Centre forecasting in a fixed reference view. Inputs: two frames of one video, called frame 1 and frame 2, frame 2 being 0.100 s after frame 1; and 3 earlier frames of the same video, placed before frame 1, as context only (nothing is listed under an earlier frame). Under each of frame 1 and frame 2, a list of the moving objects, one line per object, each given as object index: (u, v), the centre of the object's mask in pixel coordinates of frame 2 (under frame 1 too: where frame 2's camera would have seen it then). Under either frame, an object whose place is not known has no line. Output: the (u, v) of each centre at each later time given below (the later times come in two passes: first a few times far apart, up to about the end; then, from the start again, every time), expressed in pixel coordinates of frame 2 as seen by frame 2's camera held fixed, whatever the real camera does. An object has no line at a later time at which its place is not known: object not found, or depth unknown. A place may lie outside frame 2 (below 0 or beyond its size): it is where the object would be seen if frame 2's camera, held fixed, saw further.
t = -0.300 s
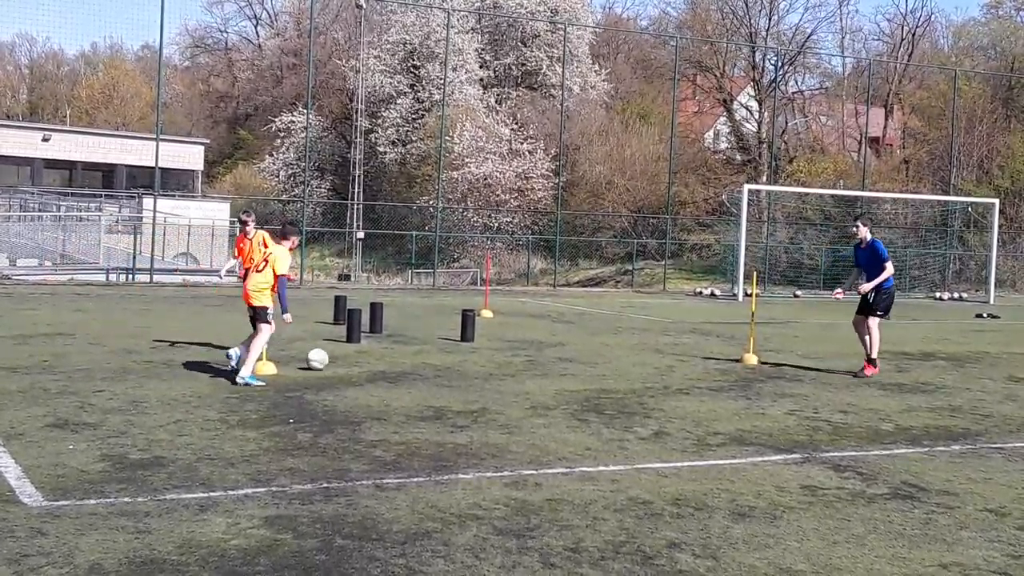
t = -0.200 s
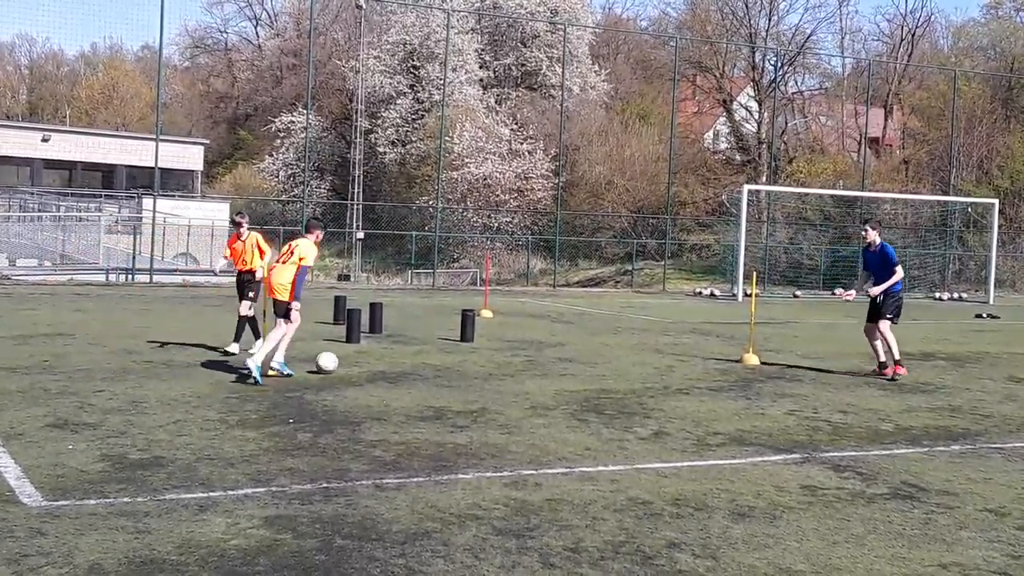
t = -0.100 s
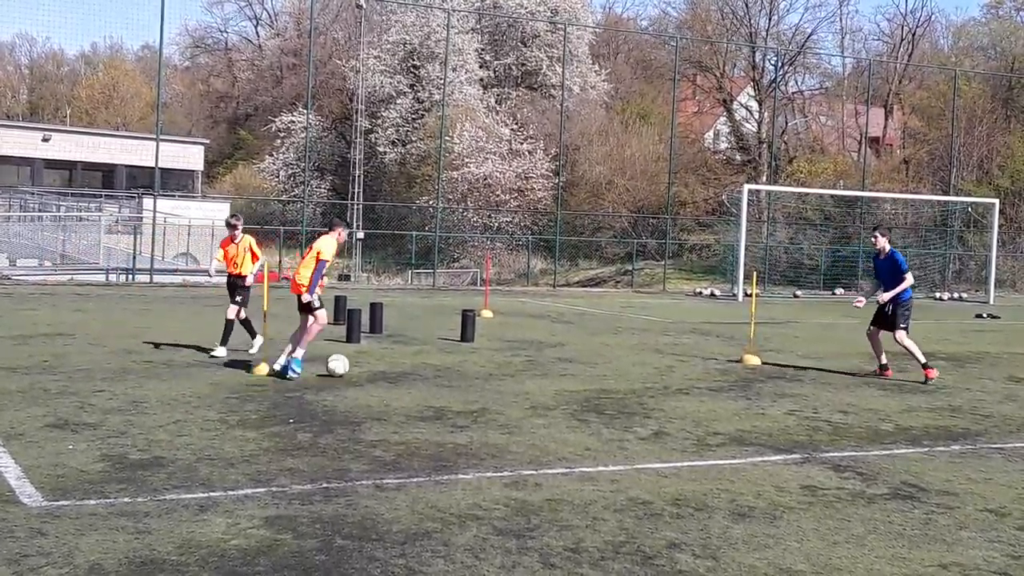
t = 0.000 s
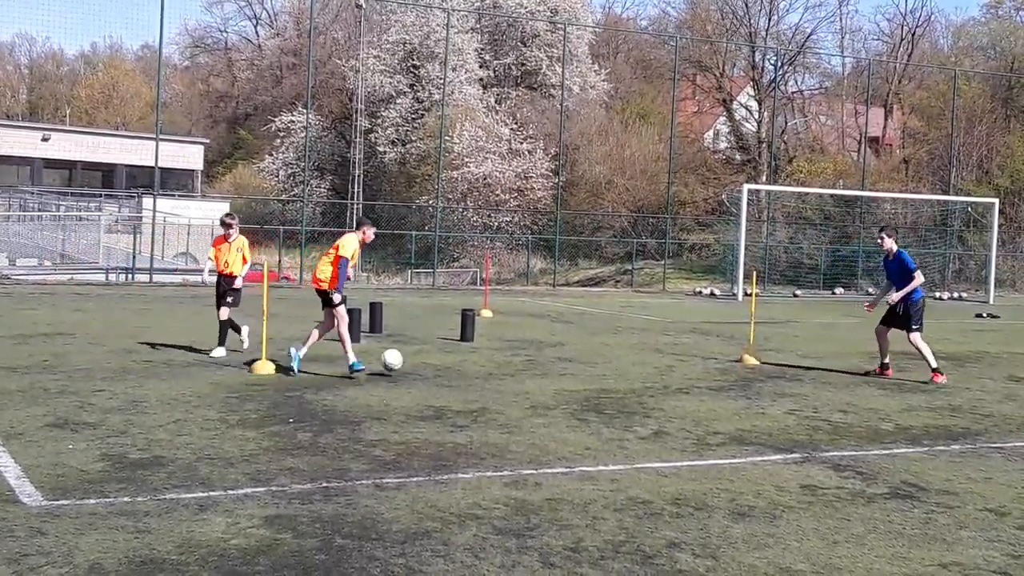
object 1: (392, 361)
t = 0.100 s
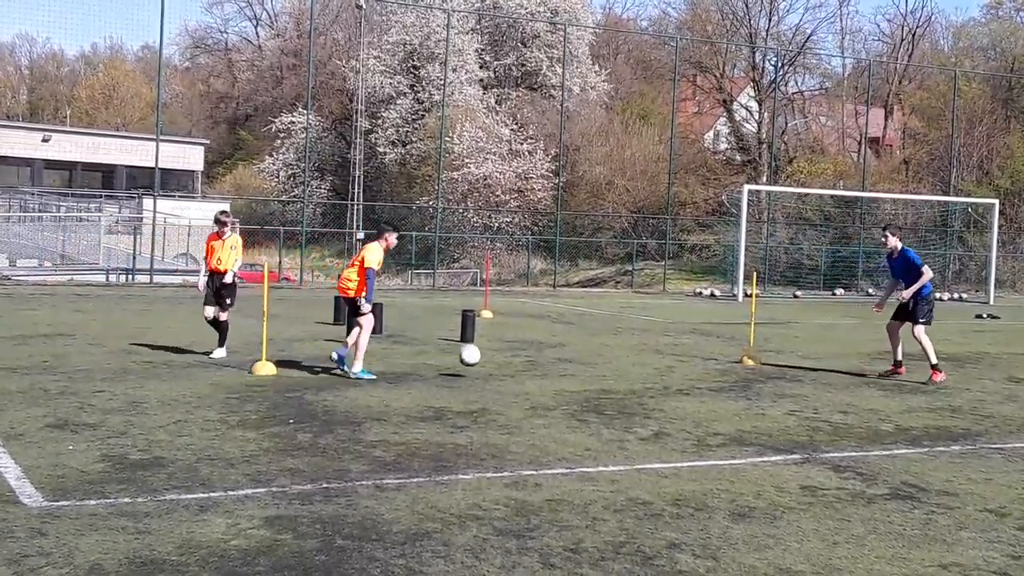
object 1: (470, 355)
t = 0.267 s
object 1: (589, 367)
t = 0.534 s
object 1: (724, 369)
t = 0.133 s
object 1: (495, 356)
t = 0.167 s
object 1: (519, 358)
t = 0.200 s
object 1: (544, 361)
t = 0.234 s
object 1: (567, 366)
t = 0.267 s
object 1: (589, 367)
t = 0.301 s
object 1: (607, 363)
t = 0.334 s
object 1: (624, 360)
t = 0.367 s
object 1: (641, 359)
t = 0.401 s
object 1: (658, 359)
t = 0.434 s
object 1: (675, 360)
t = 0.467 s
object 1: (691, 362)
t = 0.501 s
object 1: (708, 365)
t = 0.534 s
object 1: (724, 369)
